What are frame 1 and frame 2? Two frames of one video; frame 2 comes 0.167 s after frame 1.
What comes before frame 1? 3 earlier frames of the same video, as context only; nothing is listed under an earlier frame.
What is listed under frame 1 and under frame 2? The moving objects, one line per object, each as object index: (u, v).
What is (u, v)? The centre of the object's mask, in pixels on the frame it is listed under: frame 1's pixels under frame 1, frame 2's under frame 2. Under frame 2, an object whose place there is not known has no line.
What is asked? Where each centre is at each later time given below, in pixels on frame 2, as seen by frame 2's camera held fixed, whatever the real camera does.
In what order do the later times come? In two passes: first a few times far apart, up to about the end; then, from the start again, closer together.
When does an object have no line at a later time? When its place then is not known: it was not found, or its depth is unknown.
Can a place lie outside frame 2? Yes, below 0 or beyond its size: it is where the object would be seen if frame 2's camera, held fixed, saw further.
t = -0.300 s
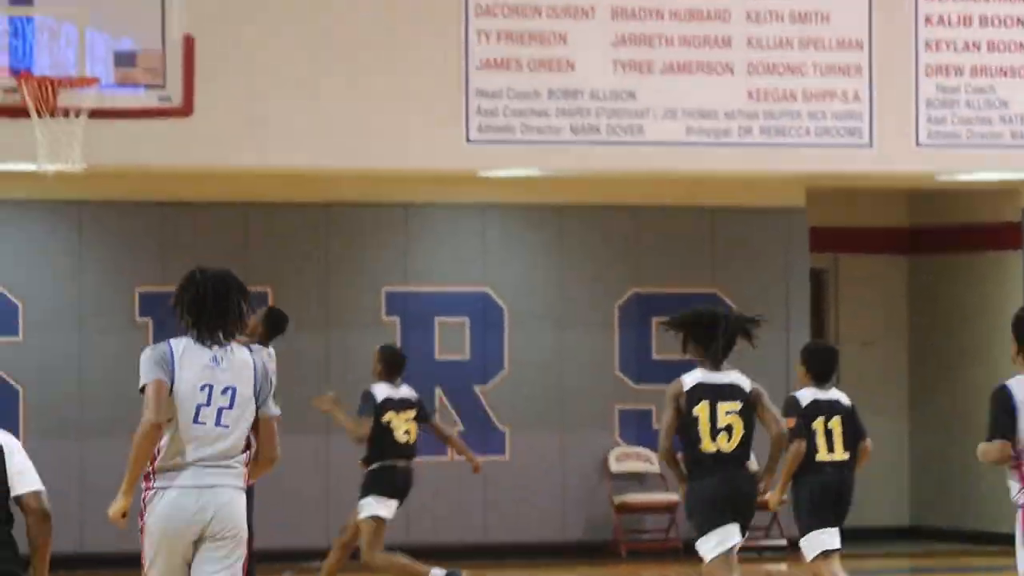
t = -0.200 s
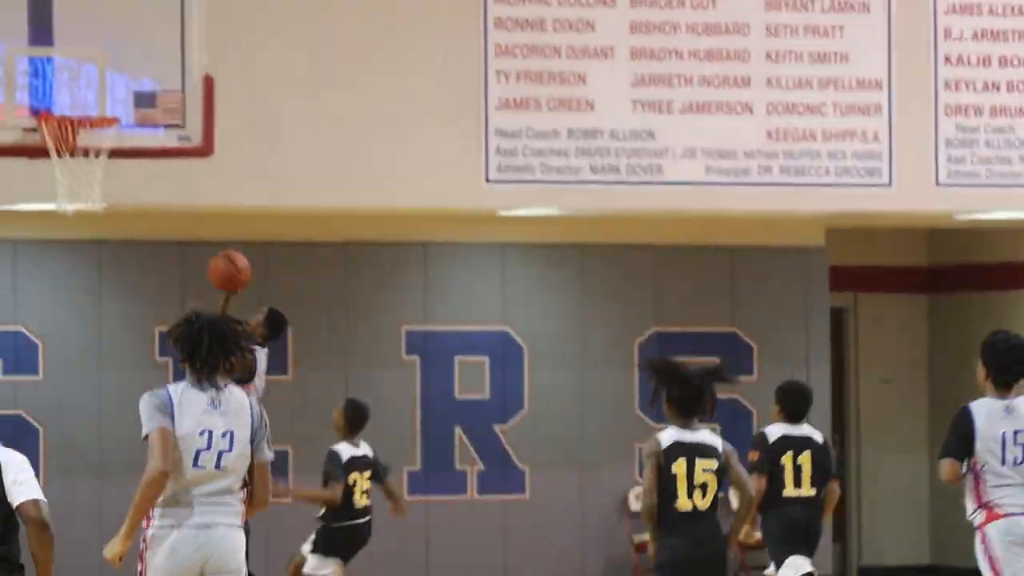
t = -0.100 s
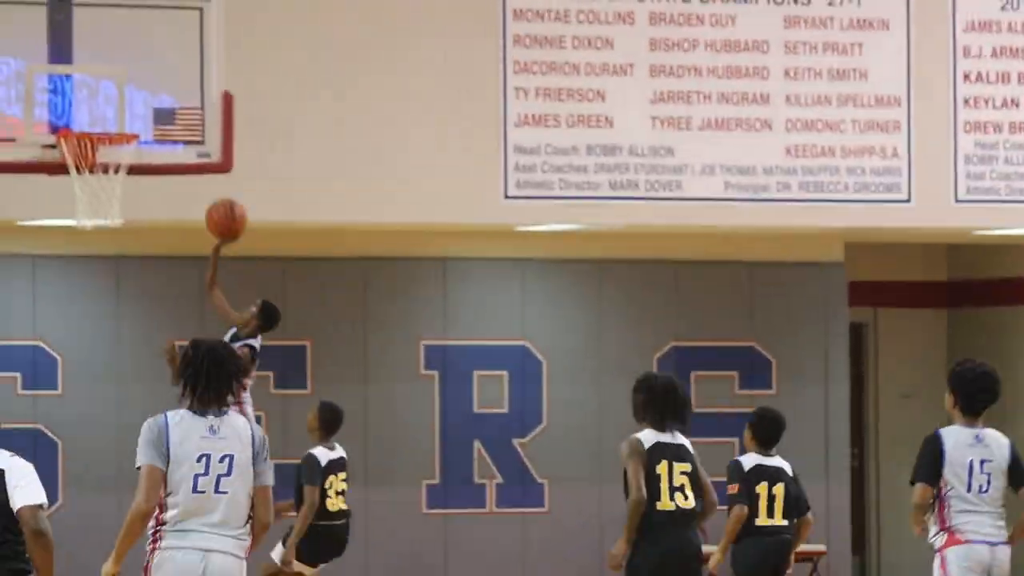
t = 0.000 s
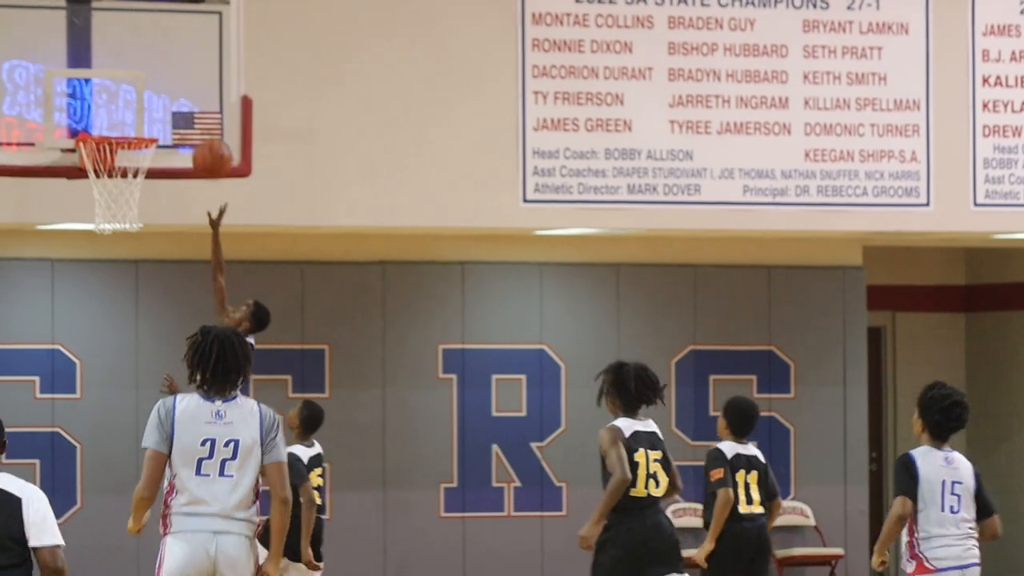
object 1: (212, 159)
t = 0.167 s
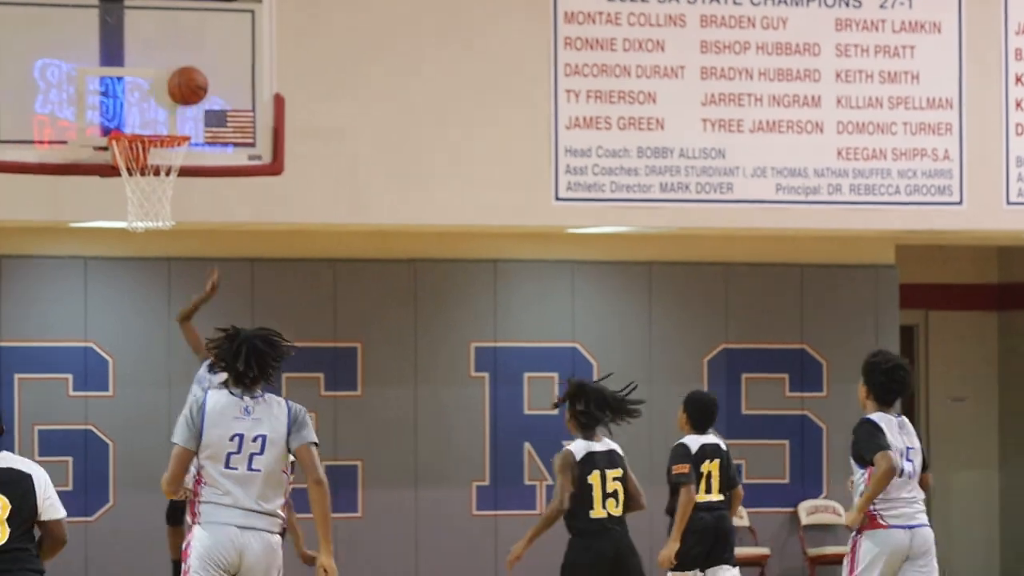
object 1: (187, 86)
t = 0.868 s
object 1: (152, 142)
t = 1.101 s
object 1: (163, 206)
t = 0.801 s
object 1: (141, 131)
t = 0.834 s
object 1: (145, 137)
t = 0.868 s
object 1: (152, 142)
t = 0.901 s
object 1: (156, 155)
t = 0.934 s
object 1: (154, 160)
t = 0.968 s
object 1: (157, 168)
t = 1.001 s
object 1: (160, 178)
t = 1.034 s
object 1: (162, 187)
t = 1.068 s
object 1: (163, 192)
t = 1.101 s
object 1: (163, 206)
